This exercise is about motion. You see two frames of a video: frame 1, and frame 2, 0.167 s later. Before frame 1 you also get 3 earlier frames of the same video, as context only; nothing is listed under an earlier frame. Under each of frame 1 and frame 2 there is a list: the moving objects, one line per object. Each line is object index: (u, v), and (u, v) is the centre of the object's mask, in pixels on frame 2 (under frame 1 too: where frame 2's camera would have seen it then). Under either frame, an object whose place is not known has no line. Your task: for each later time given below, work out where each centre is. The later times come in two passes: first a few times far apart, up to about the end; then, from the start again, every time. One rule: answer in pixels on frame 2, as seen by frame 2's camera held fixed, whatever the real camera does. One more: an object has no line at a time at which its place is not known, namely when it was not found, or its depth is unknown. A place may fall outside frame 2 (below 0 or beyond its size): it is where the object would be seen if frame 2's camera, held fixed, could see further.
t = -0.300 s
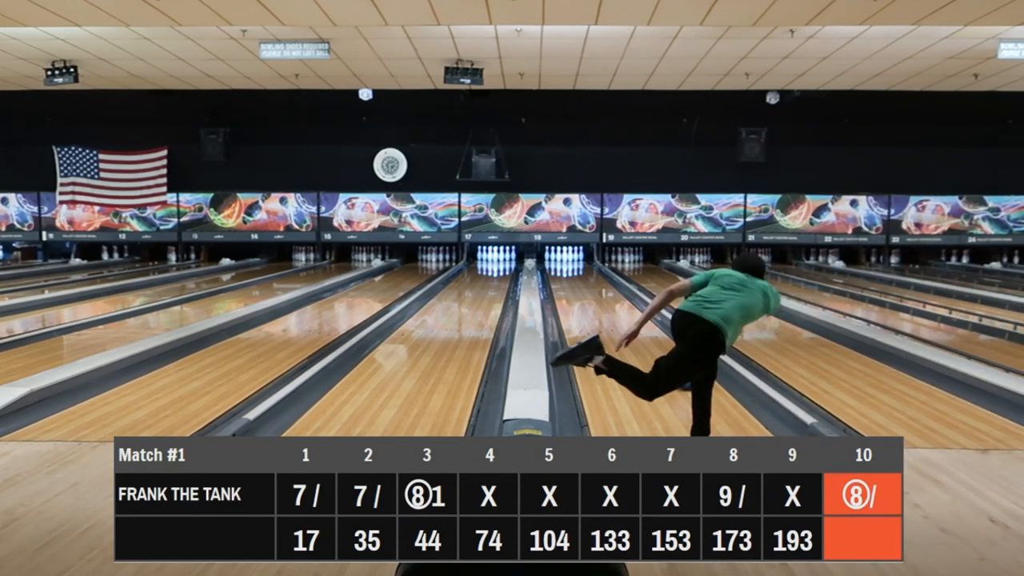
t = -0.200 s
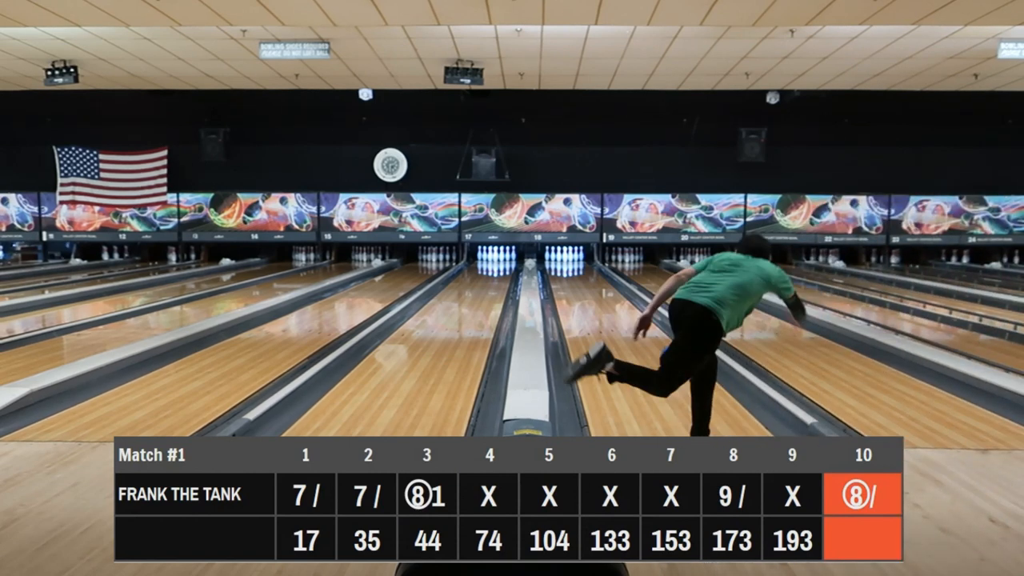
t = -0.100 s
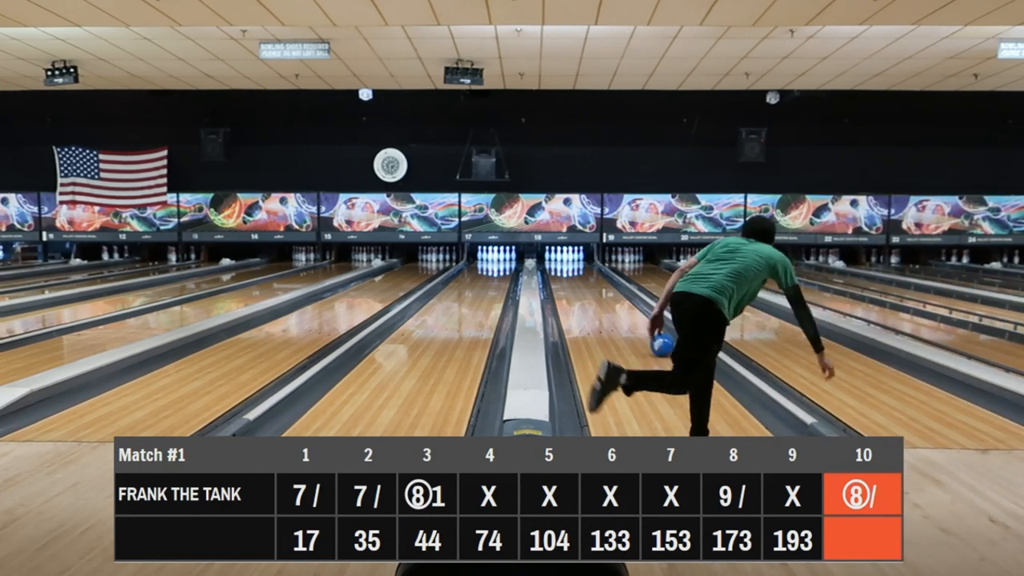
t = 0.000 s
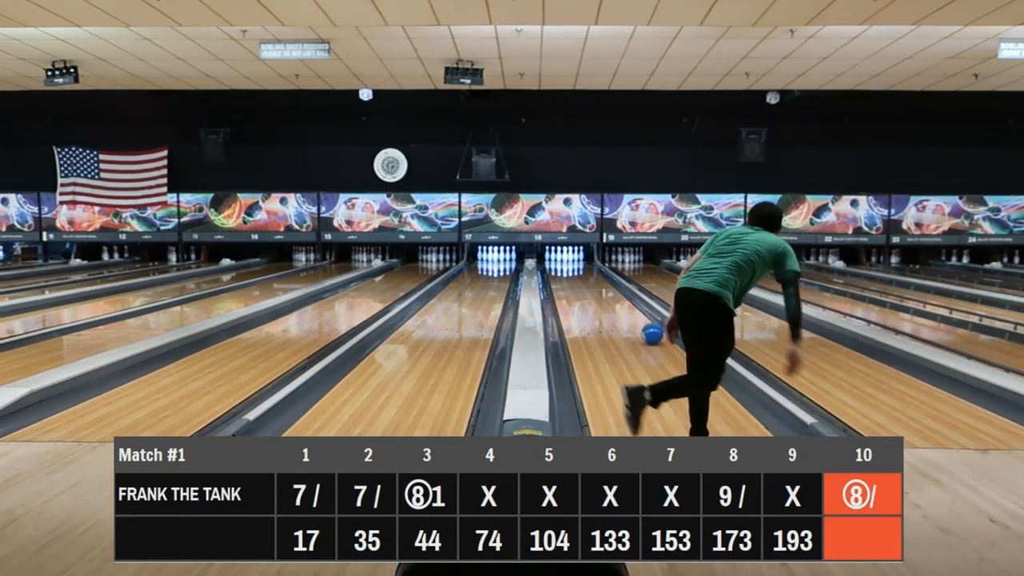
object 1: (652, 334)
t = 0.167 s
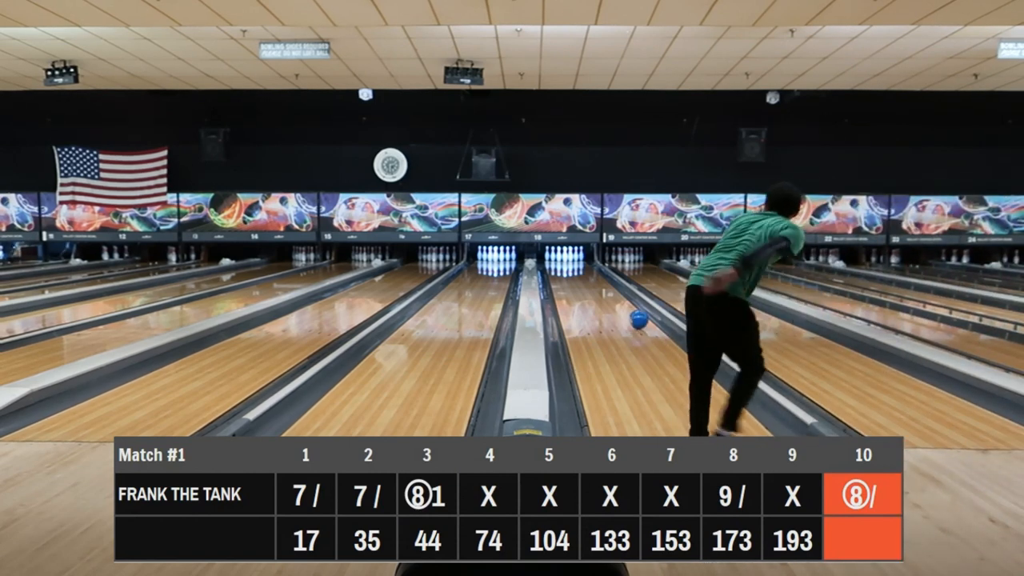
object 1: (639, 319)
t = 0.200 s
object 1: (636, 317)
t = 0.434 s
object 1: (622, 302)
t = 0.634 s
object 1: (612, 293)
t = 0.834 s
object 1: (604, 285)
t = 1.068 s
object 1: (595, 278)
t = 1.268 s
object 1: (588, 273)
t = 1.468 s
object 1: (584, 268)
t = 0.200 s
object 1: (636, 317)
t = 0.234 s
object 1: (634, 315)
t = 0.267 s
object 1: (632, 312)
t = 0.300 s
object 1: (630, 309)
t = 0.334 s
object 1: (628, 308)
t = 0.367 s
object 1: (625, 306)
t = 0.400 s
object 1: (624, 304)
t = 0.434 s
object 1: (622, 302)
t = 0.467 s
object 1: (620, 300)
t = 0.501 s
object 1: (619, 299)
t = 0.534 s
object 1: (616, 297)
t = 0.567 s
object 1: (615, 296)
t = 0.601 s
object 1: (614, 294)
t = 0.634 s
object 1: (612, 293)
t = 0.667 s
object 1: (610, 292)
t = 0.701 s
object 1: (609, 291)
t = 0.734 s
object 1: (608, 289)
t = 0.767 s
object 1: (606, 287)
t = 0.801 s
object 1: (605, 286)
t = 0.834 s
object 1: (604, 285)
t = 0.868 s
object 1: (602, 284)
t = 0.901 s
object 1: (601, 283)
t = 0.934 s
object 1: (600, 282)
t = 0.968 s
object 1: (599, 281)
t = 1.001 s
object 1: (598, 280)
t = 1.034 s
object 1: (597, 279)
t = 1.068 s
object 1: (595, 278)
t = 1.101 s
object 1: (594, 277)
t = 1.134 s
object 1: (594, 276)
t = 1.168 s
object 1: (593, 274)
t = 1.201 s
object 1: (591, 274)
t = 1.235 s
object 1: (590, 273)
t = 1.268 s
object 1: (588, 273)
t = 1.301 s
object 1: (588, 272)
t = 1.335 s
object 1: (587, 271)
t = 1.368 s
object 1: (587, 271)
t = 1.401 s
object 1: (586, 269)
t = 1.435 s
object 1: (584, 269)
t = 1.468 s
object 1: (584, 268)
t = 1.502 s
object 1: (583, 268)
